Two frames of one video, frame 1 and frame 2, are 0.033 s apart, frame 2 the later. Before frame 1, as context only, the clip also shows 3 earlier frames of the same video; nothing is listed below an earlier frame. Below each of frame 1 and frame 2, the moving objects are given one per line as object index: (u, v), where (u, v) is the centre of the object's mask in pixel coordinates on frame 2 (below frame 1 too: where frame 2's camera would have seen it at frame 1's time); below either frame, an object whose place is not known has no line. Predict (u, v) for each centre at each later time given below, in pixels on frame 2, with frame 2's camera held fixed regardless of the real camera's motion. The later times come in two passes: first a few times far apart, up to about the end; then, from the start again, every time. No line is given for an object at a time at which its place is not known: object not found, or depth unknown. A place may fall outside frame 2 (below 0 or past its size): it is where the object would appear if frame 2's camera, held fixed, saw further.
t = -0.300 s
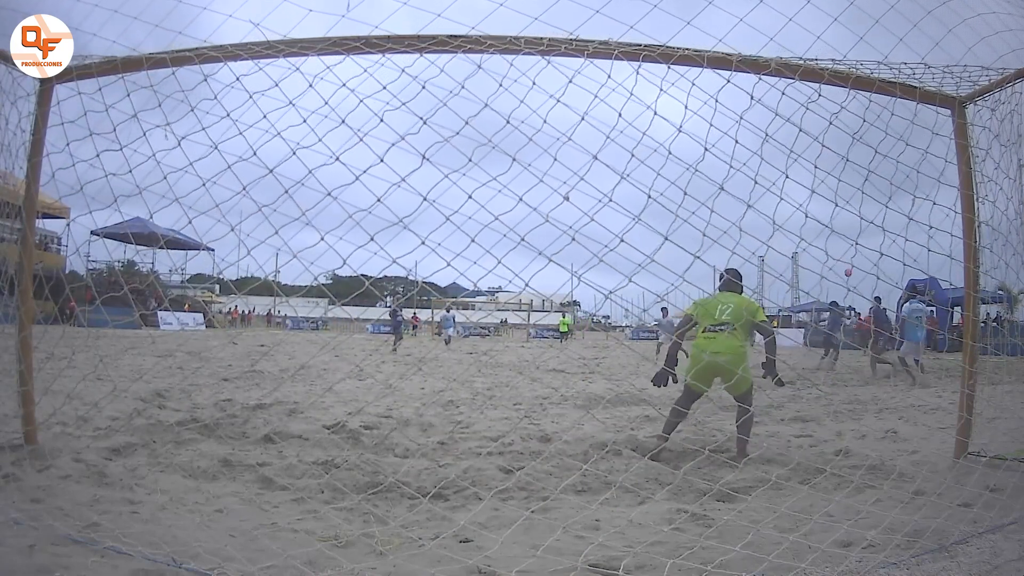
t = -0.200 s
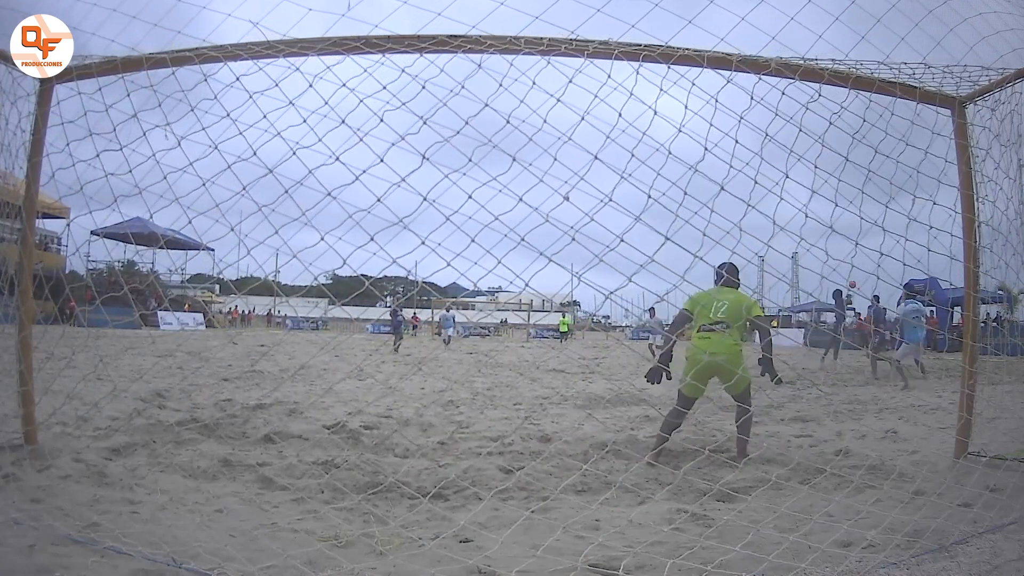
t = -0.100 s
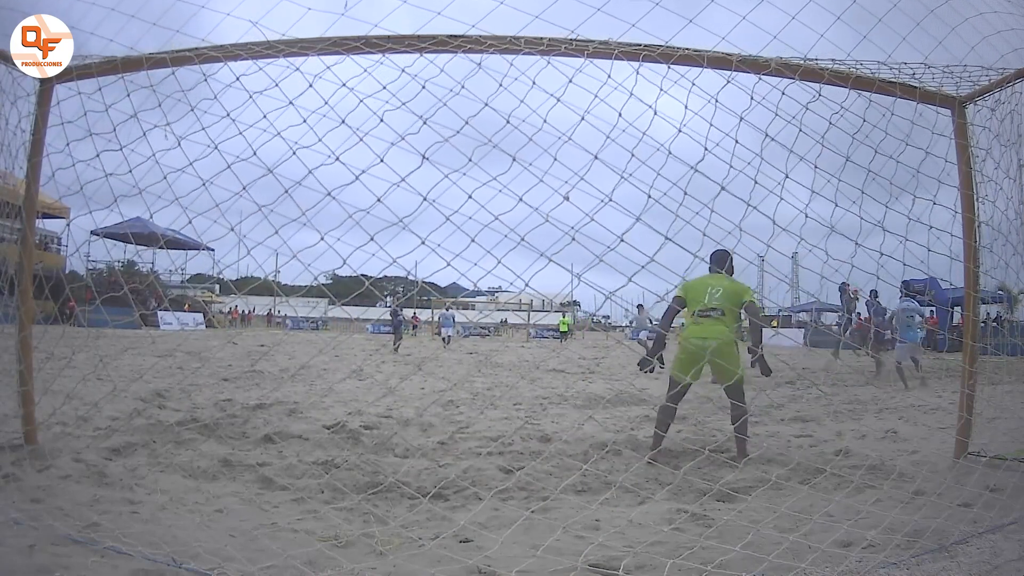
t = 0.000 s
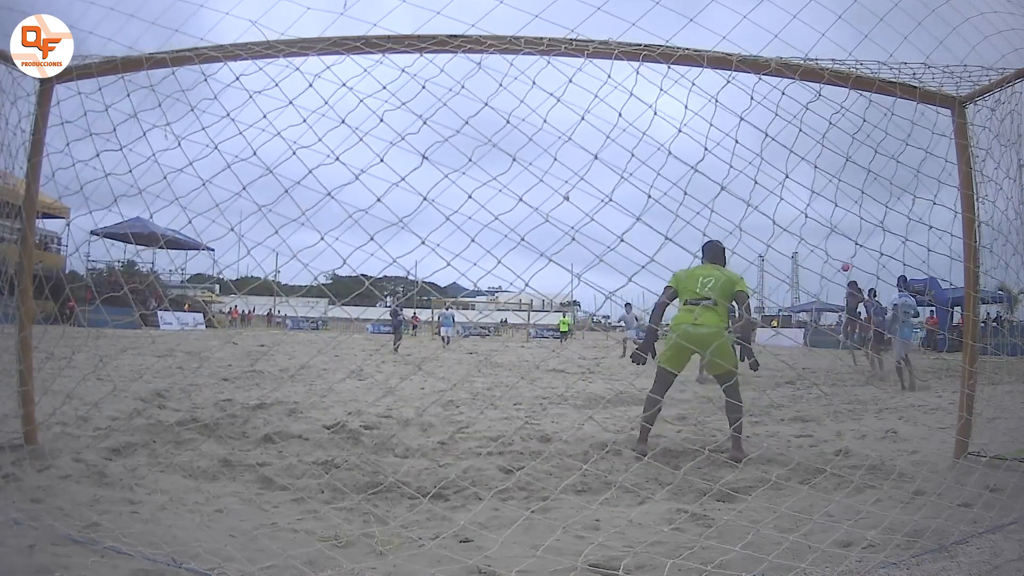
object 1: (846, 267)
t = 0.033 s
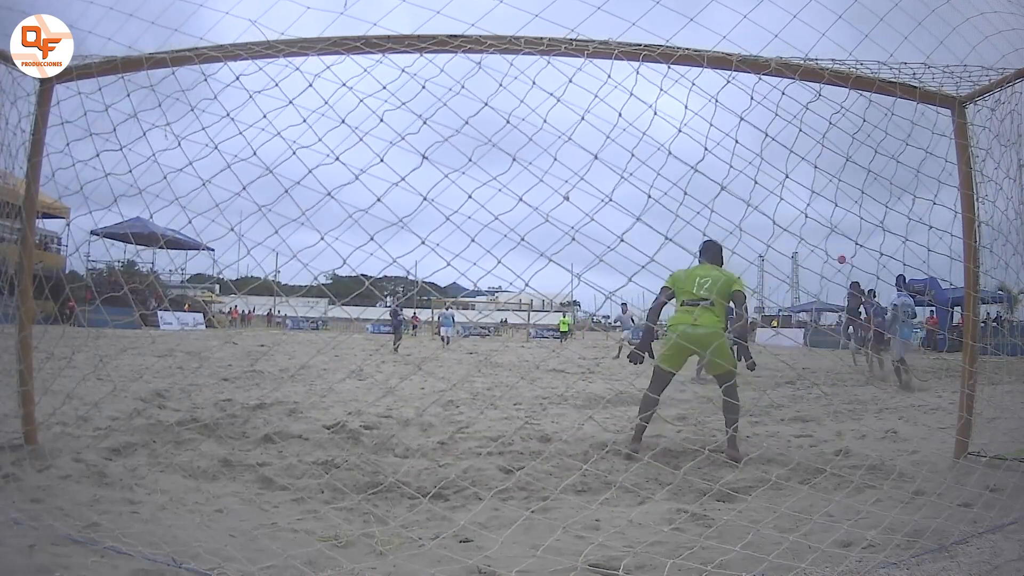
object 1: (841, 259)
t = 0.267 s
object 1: (807, 212)
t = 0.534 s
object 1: (725, 194)
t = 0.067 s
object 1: (838, 252)
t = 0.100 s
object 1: (833, 244)
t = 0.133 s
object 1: (829, 237)
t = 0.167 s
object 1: (824, 230)
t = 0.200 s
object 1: (818, 224)
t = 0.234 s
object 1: (813, 218)
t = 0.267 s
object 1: (807, 212)
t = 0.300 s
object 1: (800, 207)
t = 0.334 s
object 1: (792, 202)
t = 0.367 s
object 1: (784, 199)
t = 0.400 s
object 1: (775, 195)
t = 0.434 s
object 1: (765, 193)
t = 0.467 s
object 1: (753, 192)
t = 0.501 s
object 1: (740, 192)
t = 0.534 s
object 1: (725, 194)
